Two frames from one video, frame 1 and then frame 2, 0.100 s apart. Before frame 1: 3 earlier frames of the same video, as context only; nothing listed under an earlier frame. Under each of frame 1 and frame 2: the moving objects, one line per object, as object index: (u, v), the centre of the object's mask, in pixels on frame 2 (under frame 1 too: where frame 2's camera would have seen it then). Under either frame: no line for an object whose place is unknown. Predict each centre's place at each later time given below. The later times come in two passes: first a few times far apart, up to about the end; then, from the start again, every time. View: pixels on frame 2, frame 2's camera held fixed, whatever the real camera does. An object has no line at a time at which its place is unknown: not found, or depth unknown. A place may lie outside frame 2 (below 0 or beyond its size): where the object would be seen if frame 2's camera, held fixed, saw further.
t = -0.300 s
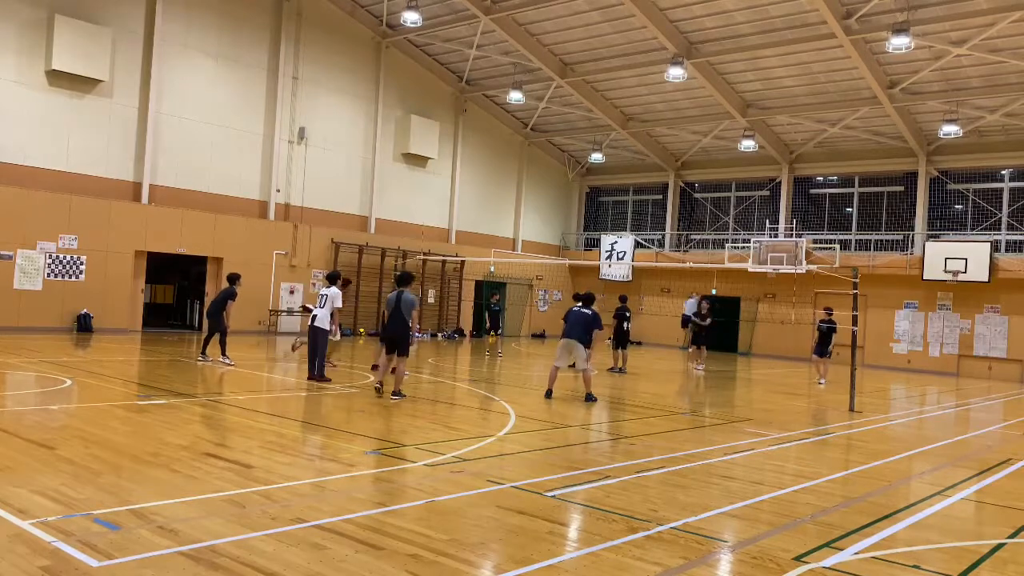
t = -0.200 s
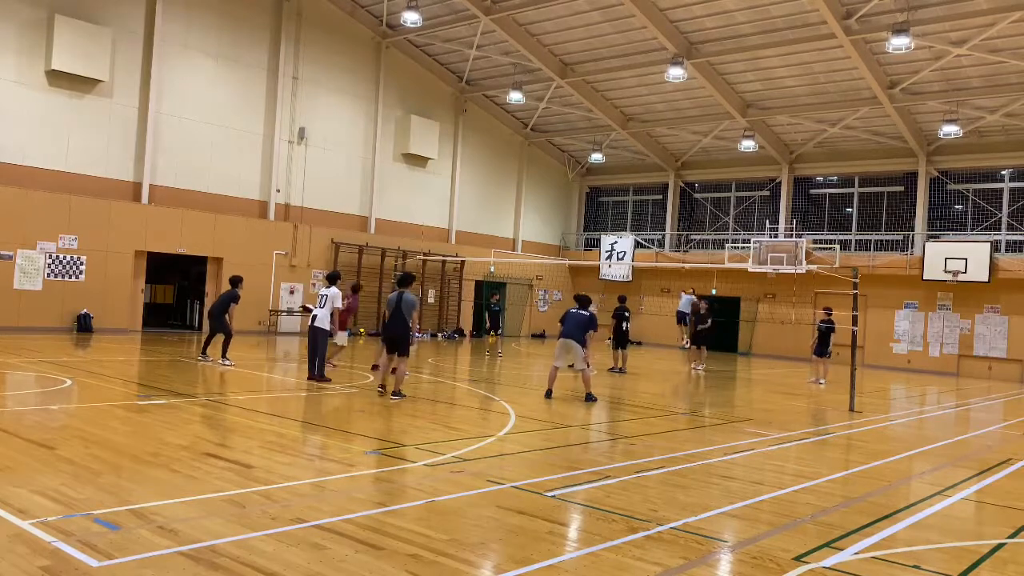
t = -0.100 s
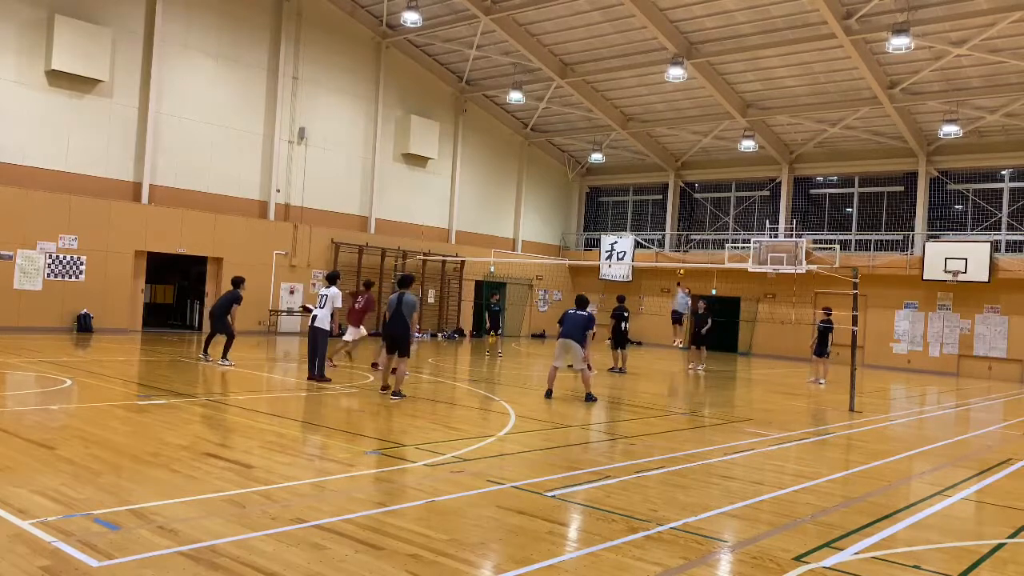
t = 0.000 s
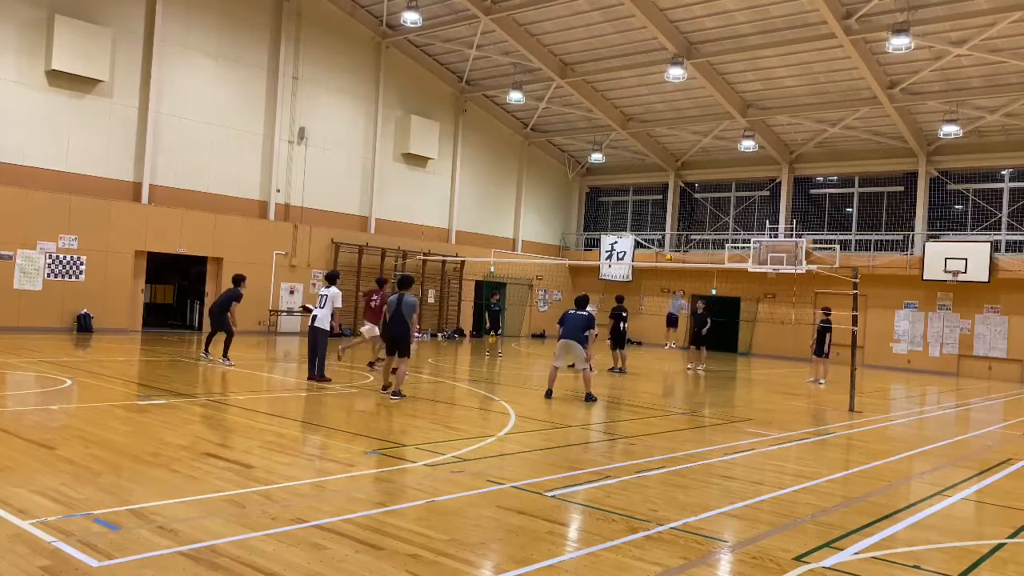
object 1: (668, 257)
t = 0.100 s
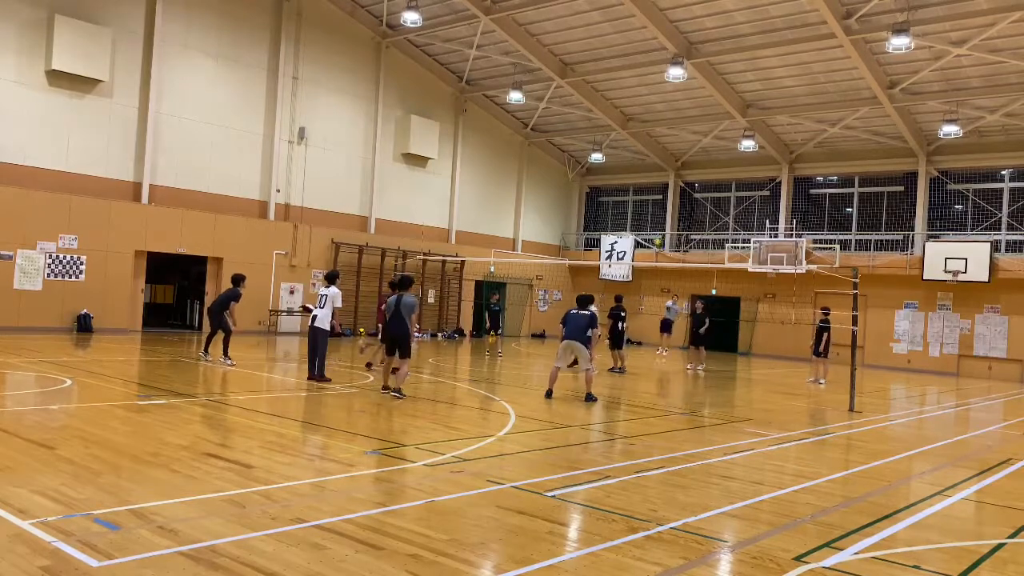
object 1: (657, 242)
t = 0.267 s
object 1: (631, 219)
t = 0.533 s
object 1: (575, 192)
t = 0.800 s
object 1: (499, 198)
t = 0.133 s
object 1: (653, 237)
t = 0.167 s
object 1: (648, 232)
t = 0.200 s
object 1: (642, 228)
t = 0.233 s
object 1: (636, 223)
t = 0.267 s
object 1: (631, 219)
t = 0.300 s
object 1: (625, 215)
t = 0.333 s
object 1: (619, 210)
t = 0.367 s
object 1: (612, 206)
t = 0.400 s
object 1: (606, 203)
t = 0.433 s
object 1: (598, 200)
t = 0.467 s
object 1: (590, 197)
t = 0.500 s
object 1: (583, 195)
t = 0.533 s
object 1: (575, 192)
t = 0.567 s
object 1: (567, 192)
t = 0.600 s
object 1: (559, 191)
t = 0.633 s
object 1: (550, 190)
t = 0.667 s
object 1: (541, 190)
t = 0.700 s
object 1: (531, 189)
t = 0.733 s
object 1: (521, 191)
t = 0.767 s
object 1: (510, 193)
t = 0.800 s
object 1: (499, 198)
